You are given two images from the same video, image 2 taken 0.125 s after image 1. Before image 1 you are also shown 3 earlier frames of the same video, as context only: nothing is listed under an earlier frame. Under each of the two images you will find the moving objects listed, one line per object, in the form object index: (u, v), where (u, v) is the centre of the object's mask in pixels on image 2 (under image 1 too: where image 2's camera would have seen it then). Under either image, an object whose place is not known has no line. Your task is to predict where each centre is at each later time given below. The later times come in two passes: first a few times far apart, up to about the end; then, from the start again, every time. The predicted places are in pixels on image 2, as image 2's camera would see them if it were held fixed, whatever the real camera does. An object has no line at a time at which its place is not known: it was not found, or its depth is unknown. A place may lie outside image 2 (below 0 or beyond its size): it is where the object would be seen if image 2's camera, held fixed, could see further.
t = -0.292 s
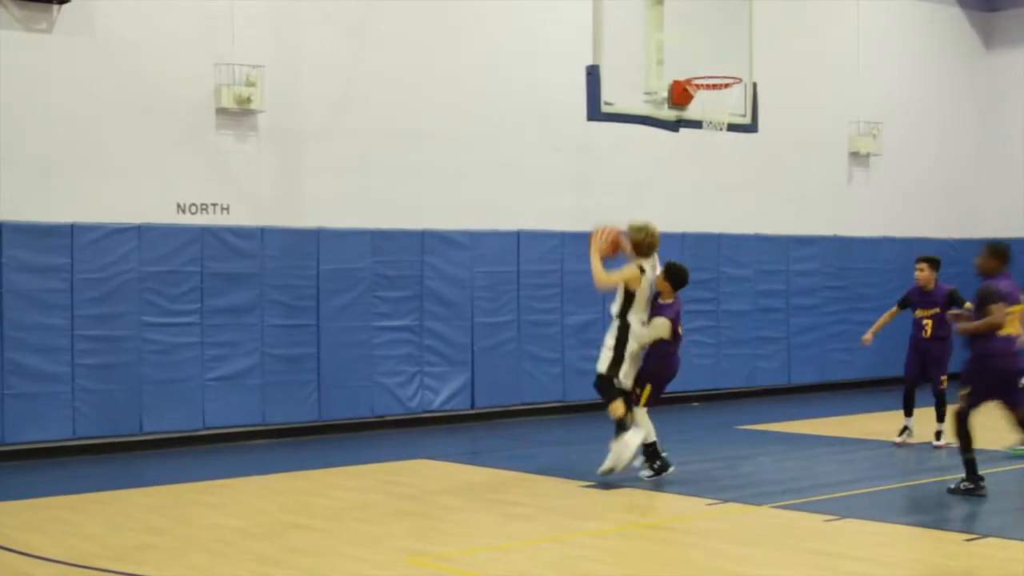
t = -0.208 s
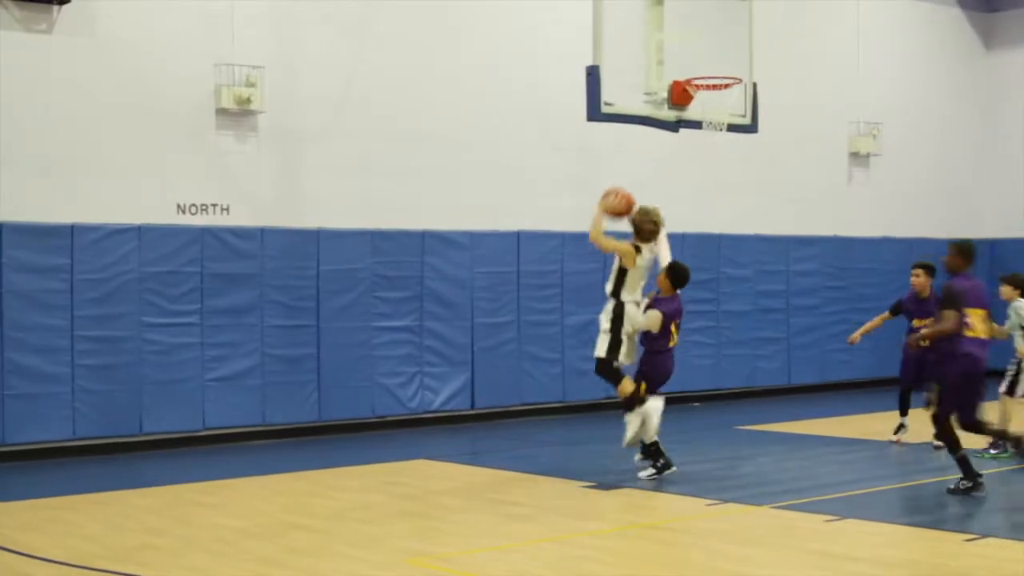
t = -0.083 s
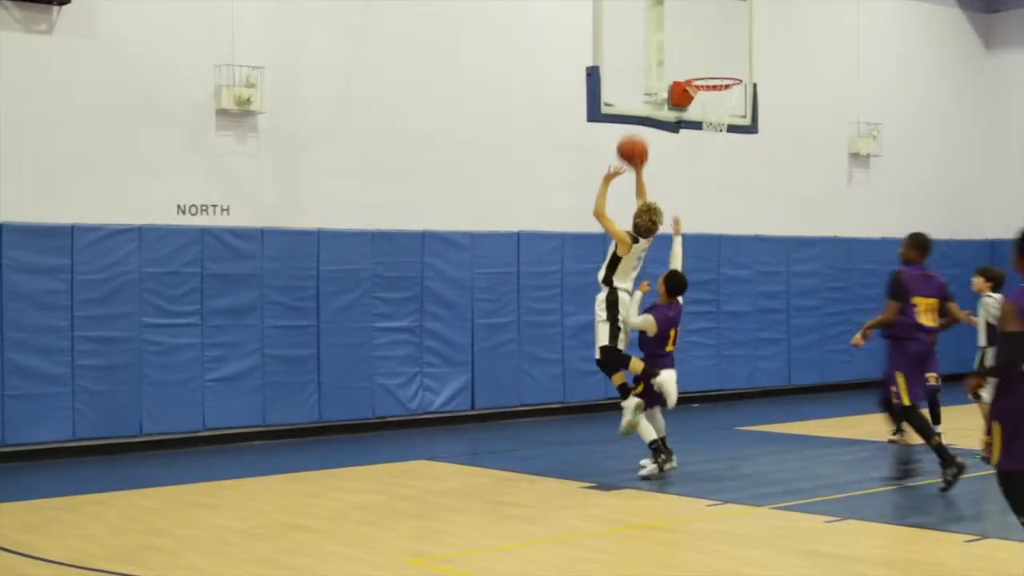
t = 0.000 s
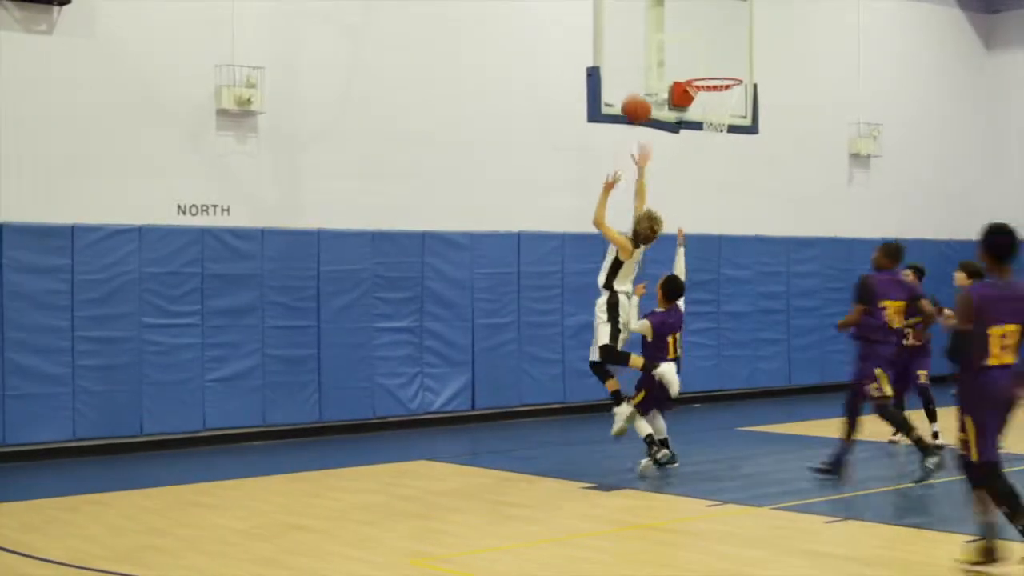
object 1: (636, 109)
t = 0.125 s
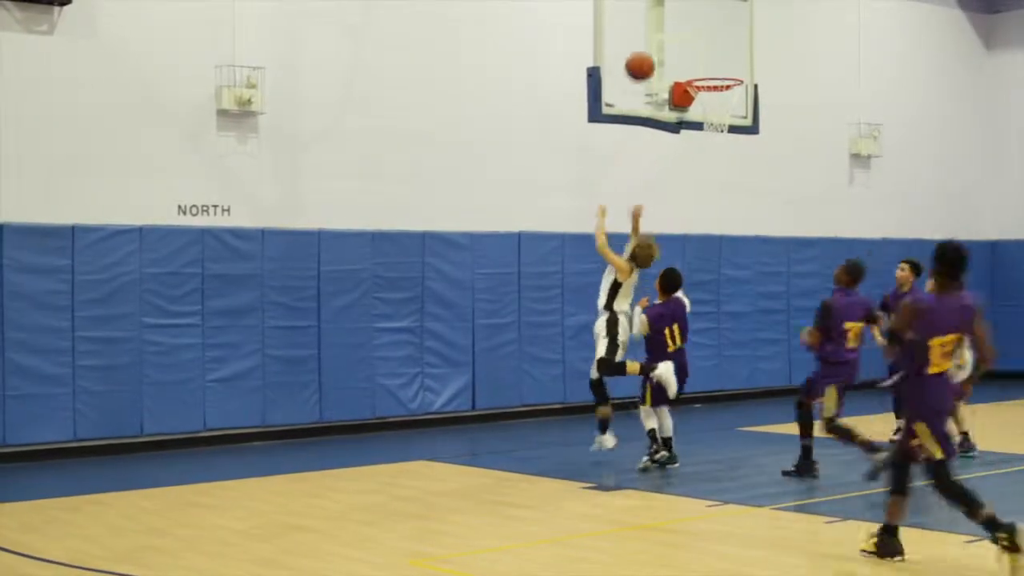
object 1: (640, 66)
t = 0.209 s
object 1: (642, 50)
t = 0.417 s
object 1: (699, 53)
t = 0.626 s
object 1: (738, 60)
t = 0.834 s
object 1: (775, 88)
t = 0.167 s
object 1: (641, 57)
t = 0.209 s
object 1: (642, 50)
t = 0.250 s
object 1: (647, 45)
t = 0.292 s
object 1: (660, 44)
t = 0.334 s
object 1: (673, 45)
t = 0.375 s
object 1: (686, 48)
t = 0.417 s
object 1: (699, 53)
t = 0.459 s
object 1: (712, 61)
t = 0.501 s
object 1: (721, 62)
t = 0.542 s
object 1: (727, 59)
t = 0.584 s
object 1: (732, 58)
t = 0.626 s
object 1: (738, 60)
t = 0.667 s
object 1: (743, 64)
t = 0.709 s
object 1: (750, 67)
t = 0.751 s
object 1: (759, 72)
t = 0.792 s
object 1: (766, 79)
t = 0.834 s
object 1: (775, 88)
